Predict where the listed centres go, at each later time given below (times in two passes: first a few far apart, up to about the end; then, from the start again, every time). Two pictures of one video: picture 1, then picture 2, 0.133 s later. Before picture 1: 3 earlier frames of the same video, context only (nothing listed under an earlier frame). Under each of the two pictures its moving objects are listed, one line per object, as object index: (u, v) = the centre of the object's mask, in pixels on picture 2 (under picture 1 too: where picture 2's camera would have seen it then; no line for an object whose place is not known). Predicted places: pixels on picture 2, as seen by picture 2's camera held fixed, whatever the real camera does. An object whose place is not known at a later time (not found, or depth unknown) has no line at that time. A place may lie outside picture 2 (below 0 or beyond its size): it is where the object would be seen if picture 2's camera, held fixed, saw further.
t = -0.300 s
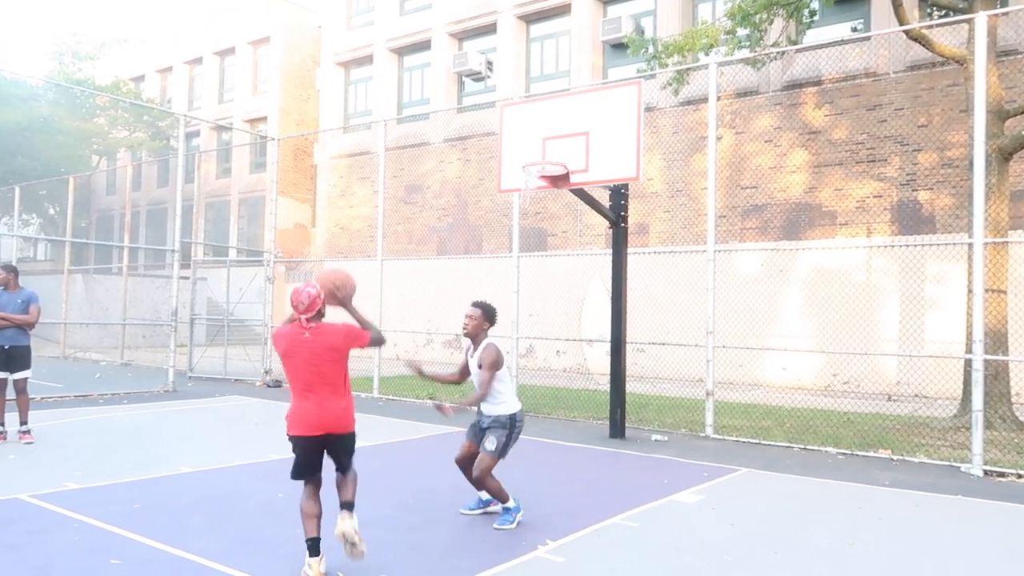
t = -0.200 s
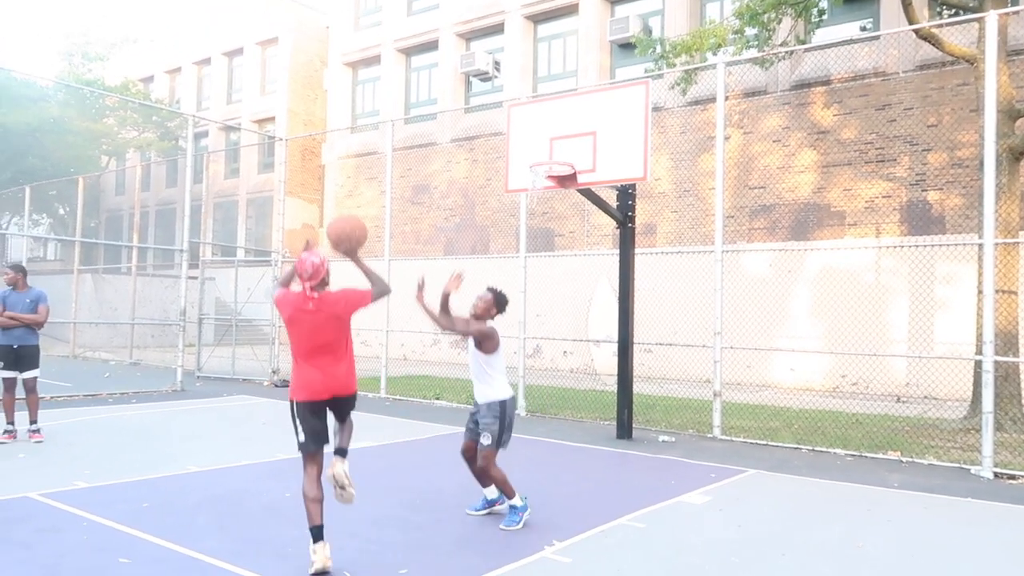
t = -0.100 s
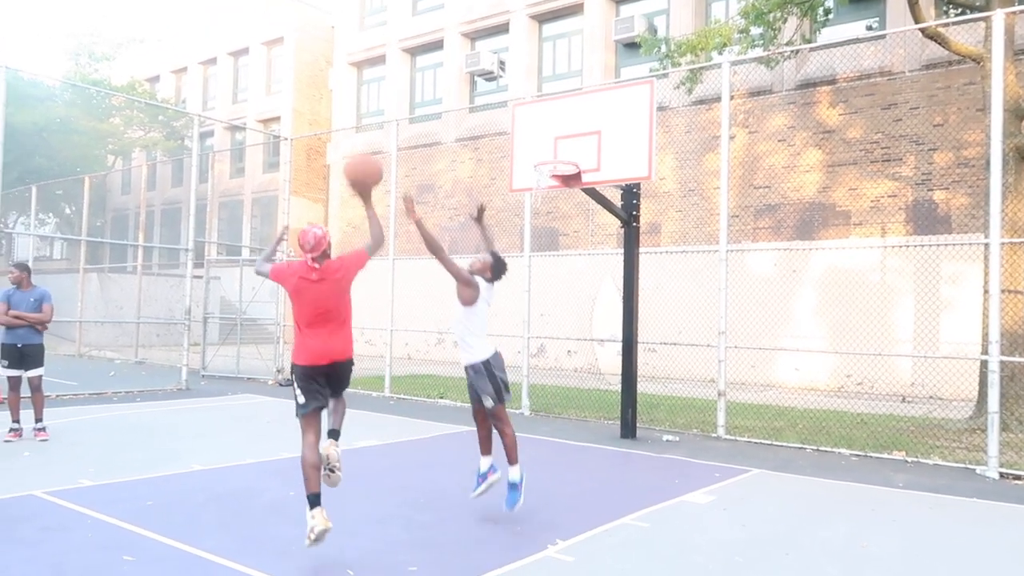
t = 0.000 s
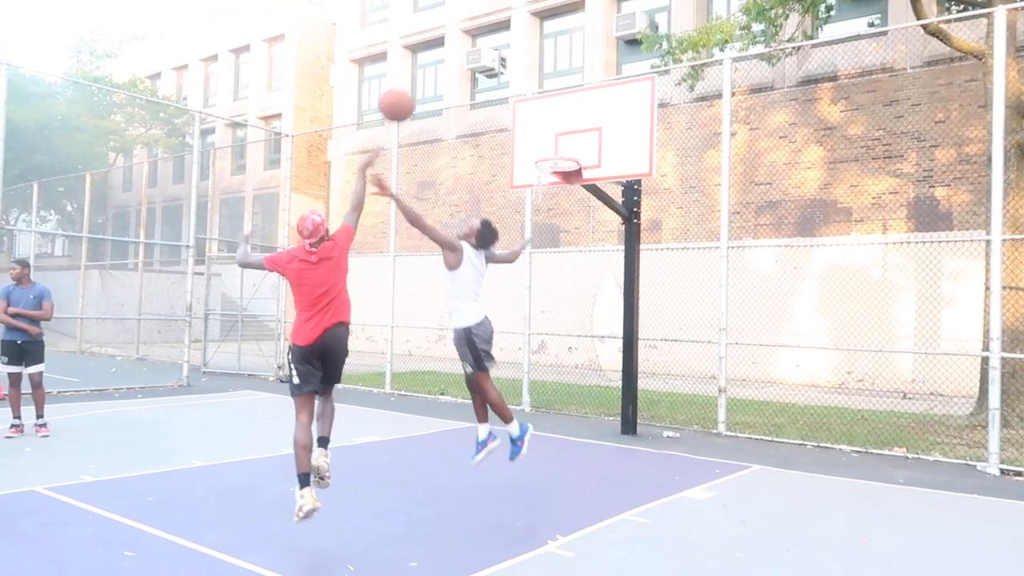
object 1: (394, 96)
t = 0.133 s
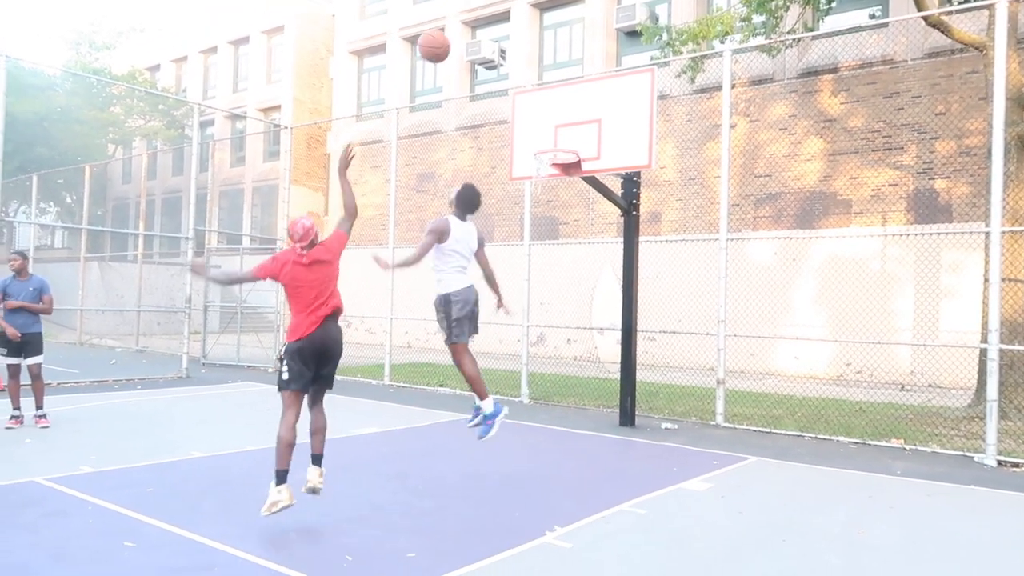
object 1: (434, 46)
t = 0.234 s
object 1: (459, 27)
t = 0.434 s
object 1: (497, 28)
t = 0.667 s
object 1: (532, 79)
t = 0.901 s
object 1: (559, 158)
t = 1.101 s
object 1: (525, 188)
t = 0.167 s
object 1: (442, 39)
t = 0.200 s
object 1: (451, 32)
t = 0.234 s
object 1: (459, 27)
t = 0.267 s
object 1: (466, 24)
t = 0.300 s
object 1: (472, 23)
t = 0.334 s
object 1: (479, 23)
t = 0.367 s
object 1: (485, 24)
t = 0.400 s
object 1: (492, 25)
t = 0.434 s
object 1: (497, 28)
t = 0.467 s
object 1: (503, 33)
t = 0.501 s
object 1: (509, 39)
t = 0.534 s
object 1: (514, 45)
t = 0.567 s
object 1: (519, 52)
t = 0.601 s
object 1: (522, 61)
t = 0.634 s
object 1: (527, 70)
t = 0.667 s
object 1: (532, 79)
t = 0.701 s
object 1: (536, 89)
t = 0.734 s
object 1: (539, 101)
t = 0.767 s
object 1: (544, 113)
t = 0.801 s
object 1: (547, 126)
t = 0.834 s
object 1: (551, 138)
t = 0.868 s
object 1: (553, 153)
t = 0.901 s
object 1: (559, 158)
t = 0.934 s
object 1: (564, 161)
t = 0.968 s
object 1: (558, 163)
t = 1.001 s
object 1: (549, 168)
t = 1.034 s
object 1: (541, 173)
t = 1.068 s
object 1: (534, 180)
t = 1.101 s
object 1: (525, 188)
